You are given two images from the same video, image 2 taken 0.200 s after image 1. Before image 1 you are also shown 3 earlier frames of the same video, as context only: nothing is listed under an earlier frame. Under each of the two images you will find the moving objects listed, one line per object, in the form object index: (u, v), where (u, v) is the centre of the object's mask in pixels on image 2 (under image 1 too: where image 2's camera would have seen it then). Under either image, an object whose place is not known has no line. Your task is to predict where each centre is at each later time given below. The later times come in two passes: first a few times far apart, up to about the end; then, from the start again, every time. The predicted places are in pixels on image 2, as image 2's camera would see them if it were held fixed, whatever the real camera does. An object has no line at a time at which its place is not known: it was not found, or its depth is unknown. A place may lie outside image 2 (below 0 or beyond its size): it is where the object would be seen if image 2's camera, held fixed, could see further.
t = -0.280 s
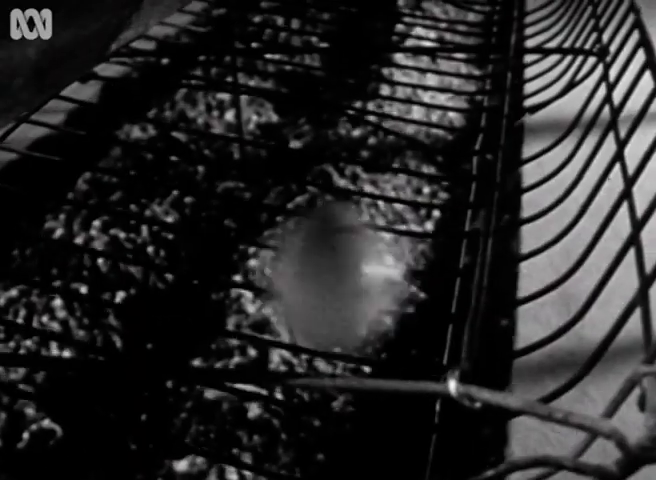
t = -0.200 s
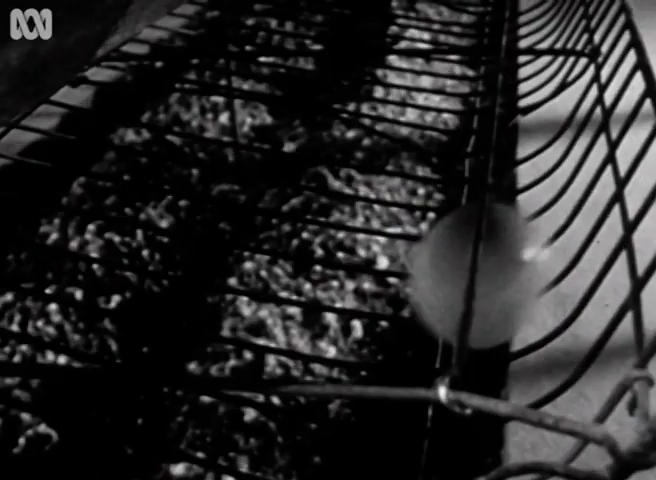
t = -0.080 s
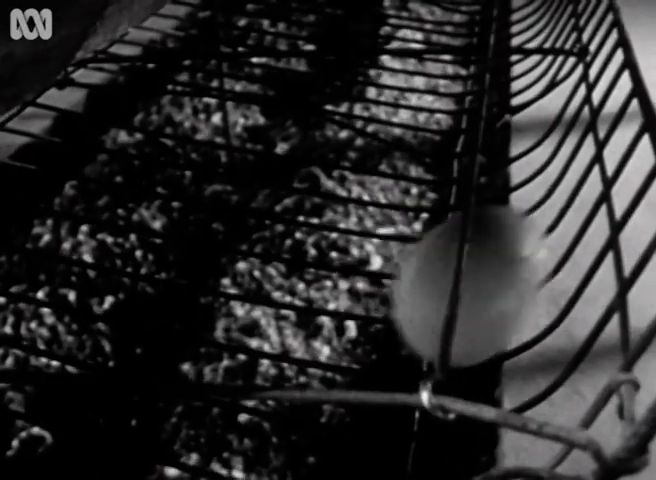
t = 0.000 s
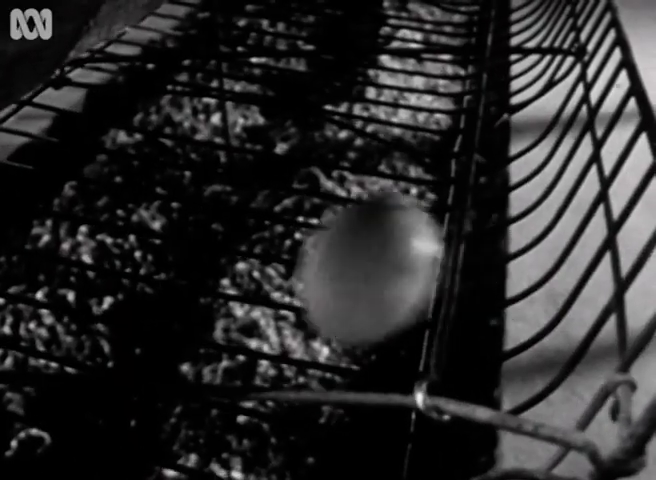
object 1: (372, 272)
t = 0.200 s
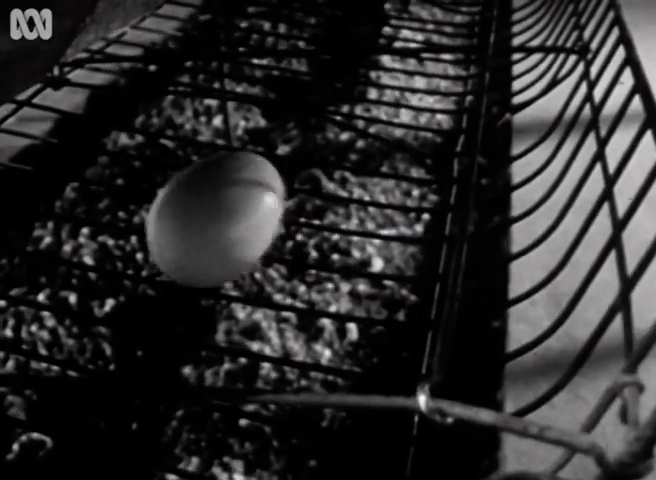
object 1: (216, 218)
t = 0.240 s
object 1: (204, 216)
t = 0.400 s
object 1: (230, 222)
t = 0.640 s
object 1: (402, 242)
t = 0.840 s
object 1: (406, 224)
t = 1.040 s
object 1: (314, 194)
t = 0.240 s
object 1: (204, 216)
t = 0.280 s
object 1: (201, 215)
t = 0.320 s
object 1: (203, 215)
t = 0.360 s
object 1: (214, 217)
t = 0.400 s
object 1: (230, 222)
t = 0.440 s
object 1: (252, 226)
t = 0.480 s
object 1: (278, 235)
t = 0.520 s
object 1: (307, 242)
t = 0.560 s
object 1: (341, 246)
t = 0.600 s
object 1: (377, 250)
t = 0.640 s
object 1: (402, 242)
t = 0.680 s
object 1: (438, 233)
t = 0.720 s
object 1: (451, 227)
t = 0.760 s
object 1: (449, 221)
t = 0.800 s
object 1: (432, 224)
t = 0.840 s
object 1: (406, 224)
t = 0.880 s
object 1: (378, 220)
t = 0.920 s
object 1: (358, 217)
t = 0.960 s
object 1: (339, 211)
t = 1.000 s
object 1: (326, 202)
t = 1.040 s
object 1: (314, 194)
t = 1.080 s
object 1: (306, 186)
